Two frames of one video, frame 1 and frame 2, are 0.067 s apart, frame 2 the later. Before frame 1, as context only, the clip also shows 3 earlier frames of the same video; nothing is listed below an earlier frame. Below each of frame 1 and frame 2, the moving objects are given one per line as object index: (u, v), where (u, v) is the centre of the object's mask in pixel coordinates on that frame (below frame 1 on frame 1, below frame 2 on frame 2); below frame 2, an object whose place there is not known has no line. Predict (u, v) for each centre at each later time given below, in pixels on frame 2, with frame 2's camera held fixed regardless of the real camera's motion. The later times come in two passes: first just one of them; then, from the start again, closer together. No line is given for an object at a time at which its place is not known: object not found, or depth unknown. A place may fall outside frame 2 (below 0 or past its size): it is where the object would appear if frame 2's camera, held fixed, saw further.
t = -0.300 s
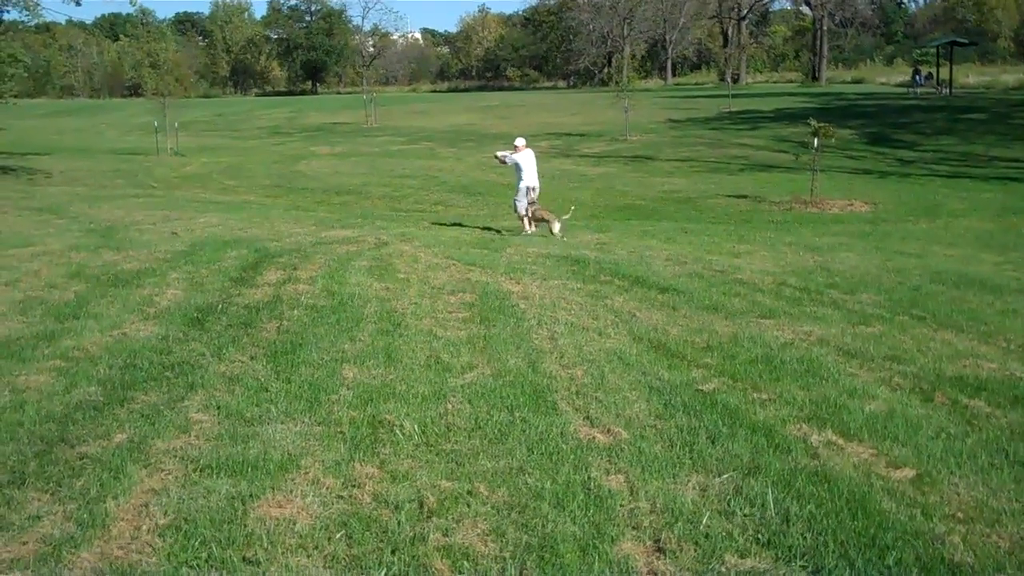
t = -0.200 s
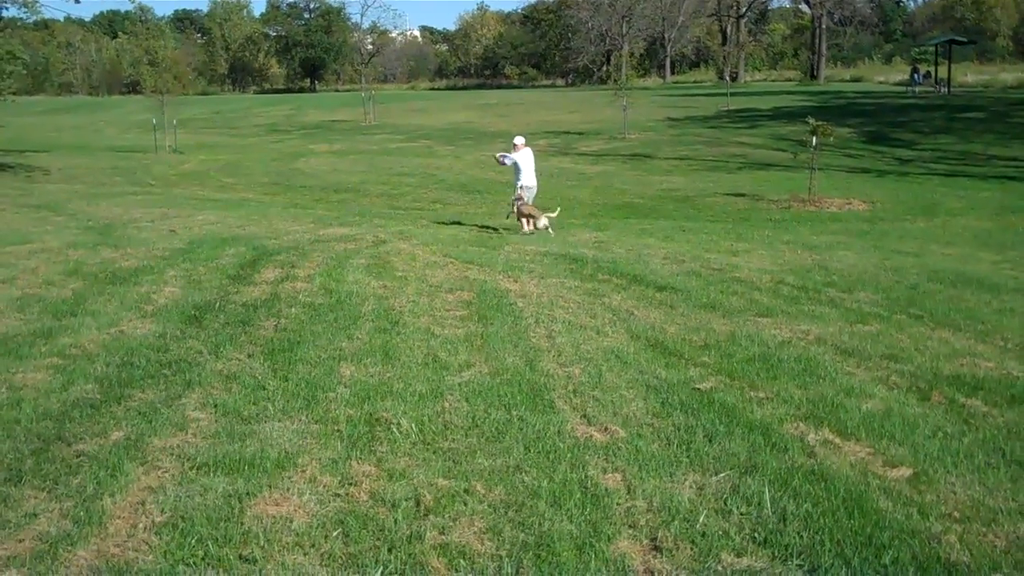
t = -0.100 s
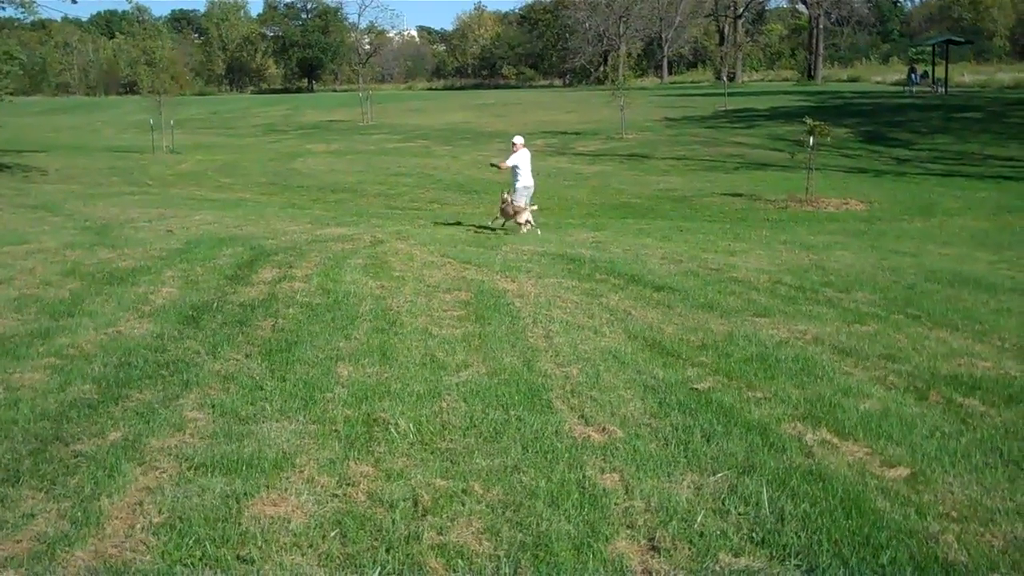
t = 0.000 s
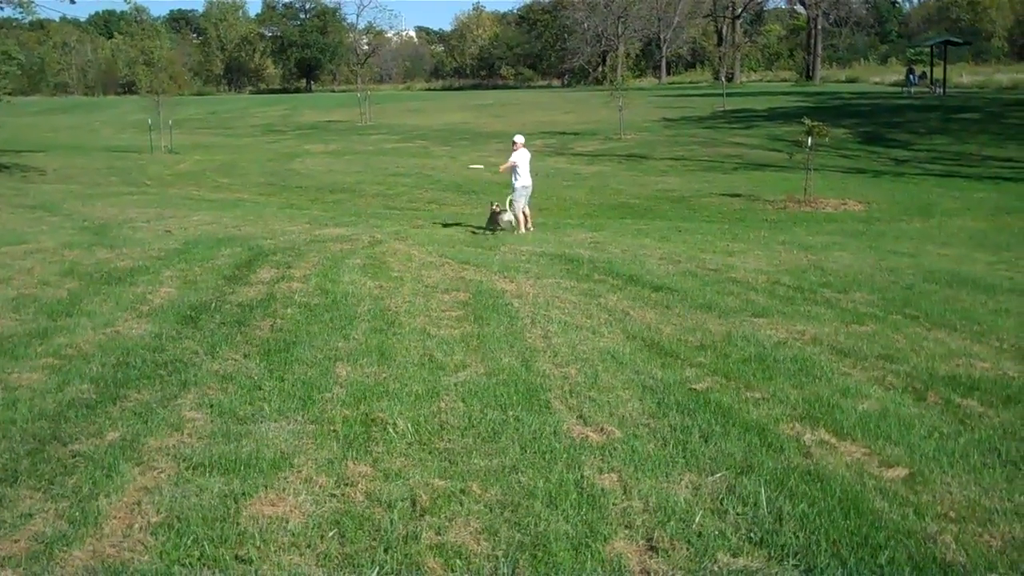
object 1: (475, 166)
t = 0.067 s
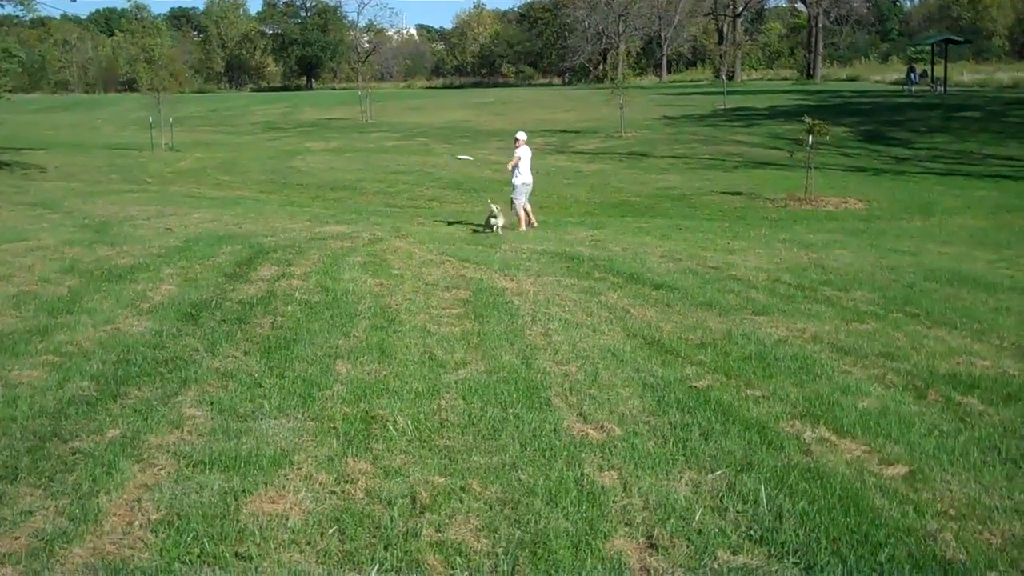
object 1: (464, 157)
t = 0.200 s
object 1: (439, 146)
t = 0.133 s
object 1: (452, 153)
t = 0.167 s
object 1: (445, 150)
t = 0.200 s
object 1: (439, 146)
